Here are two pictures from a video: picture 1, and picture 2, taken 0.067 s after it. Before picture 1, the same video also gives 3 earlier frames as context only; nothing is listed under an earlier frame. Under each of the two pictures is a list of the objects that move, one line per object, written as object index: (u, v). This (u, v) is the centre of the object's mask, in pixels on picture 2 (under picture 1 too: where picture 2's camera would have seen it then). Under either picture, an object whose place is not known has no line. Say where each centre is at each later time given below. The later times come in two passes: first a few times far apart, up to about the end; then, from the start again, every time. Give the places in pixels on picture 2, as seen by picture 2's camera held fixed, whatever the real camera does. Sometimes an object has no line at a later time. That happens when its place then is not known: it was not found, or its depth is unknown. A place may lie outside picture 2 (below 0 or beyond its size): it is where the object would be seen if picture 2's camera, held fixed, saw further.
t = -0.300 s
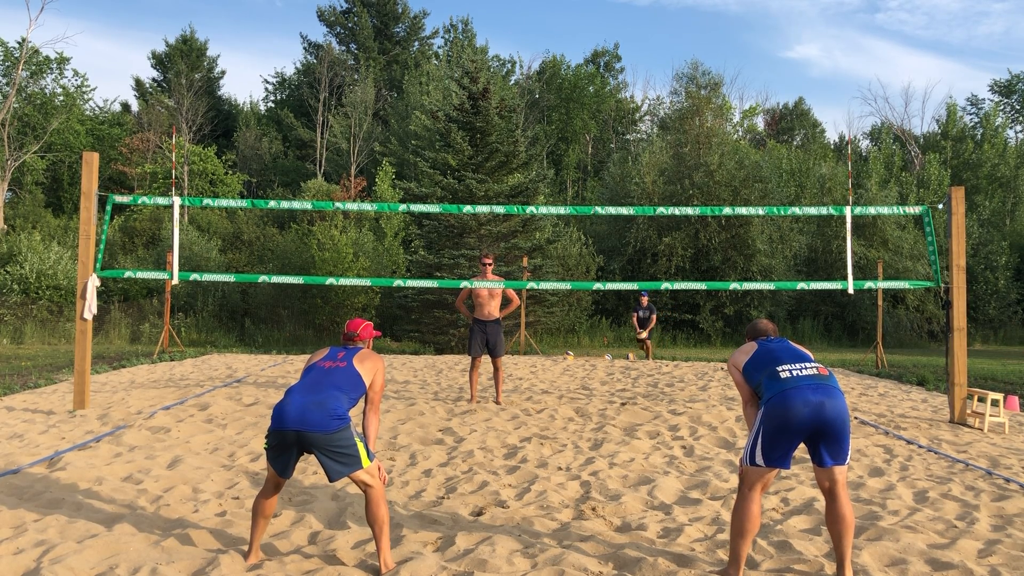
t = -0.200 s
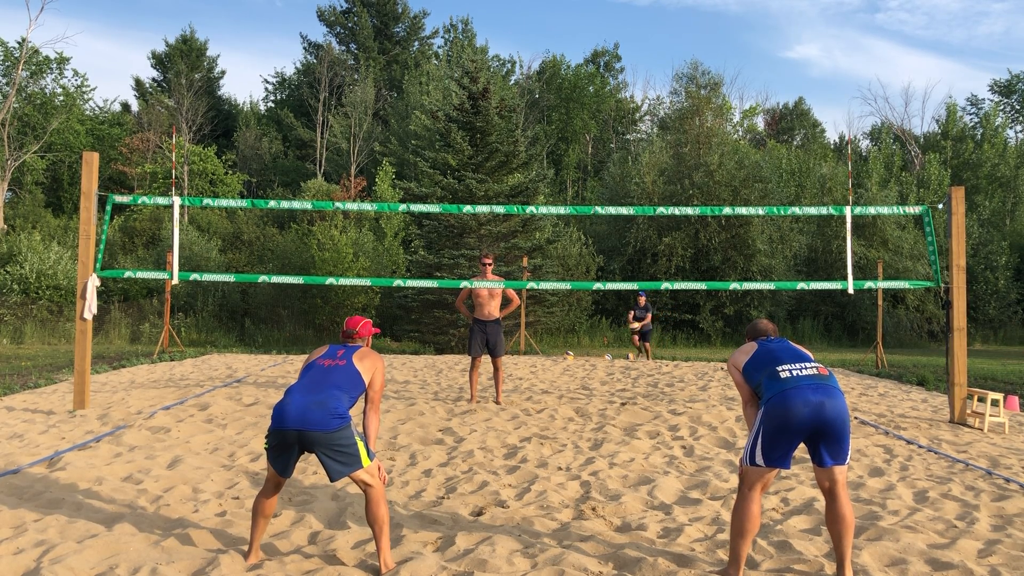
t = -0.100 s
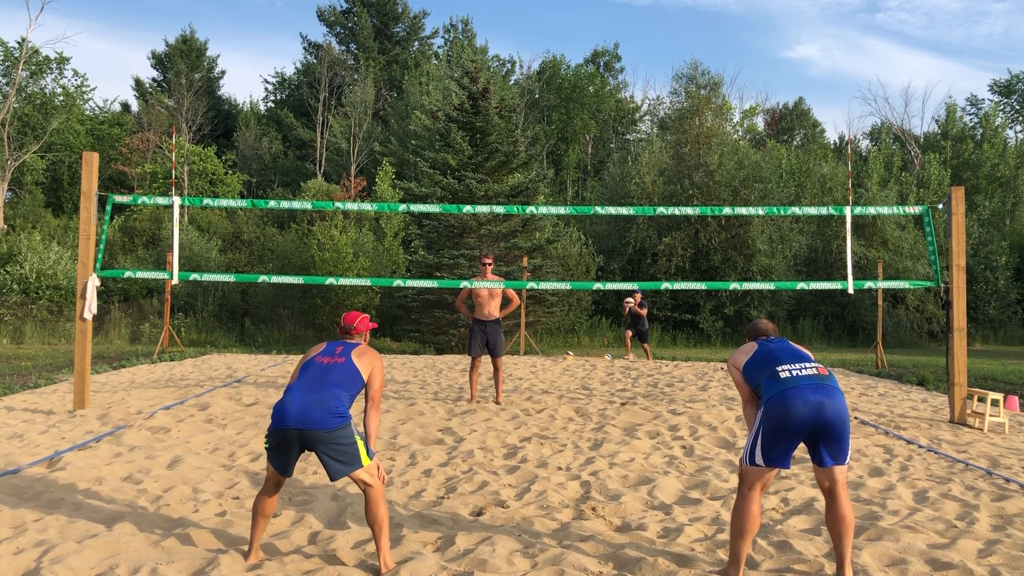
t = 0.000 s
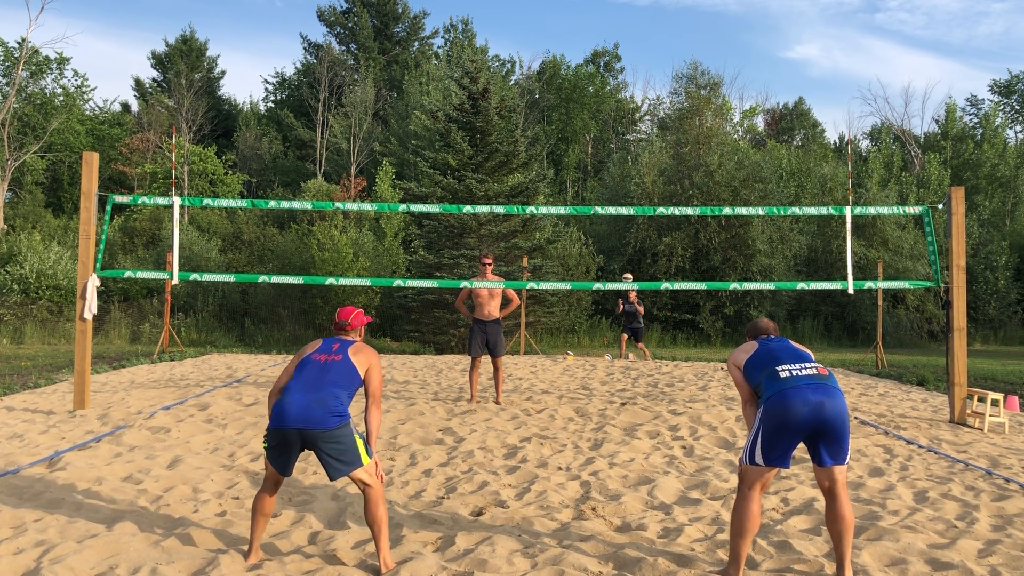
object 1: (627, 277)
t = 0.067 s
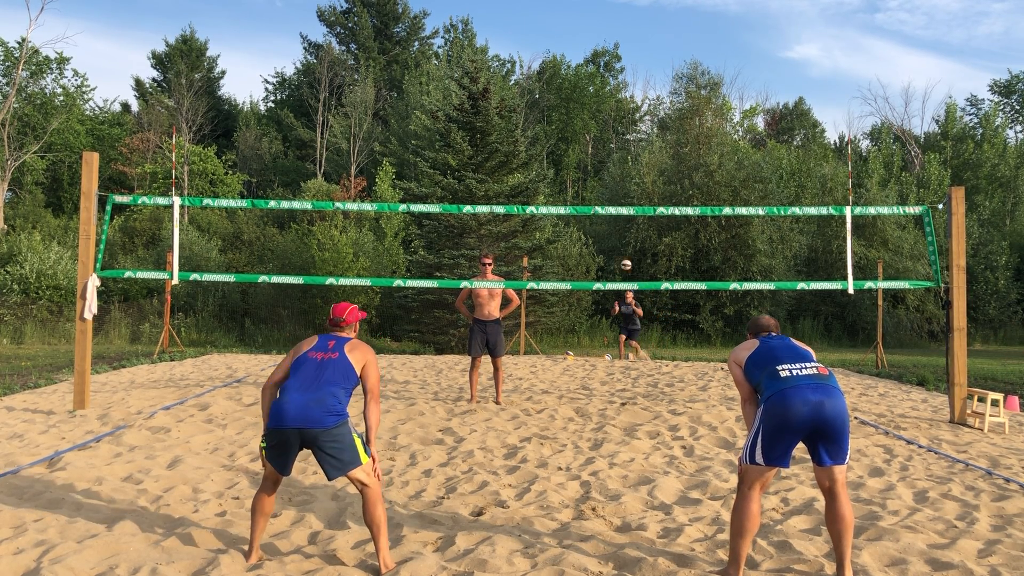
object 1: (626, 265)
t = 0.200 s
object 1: (623, 244)
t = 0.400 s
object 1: (619, 230)
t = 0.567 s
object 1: (616, 232)
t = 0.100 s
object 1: (625, 259)
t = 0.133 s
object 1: (625, 253)
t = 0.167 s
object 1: (624, 249)
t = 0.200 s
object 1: (623, 244)
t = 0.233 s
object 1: (623, 241)
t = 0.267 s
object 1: (622, 237)
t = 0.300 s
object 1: (622, 235)
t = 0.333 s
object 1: (621, 232)
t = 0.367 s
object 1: (620, 231)
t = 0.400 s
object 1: (619, 230)
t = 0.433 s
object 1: (619, 229)
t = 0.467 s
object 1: (618, 229)
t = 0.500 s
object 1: (617, 229)
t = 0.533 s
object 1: (617, 230)
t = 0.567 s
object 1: (616, 232)
